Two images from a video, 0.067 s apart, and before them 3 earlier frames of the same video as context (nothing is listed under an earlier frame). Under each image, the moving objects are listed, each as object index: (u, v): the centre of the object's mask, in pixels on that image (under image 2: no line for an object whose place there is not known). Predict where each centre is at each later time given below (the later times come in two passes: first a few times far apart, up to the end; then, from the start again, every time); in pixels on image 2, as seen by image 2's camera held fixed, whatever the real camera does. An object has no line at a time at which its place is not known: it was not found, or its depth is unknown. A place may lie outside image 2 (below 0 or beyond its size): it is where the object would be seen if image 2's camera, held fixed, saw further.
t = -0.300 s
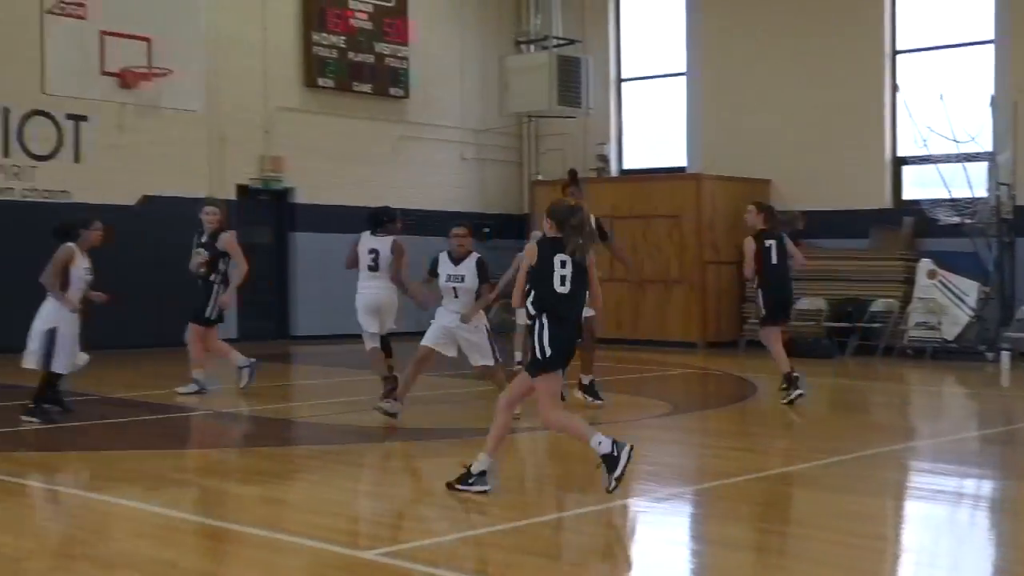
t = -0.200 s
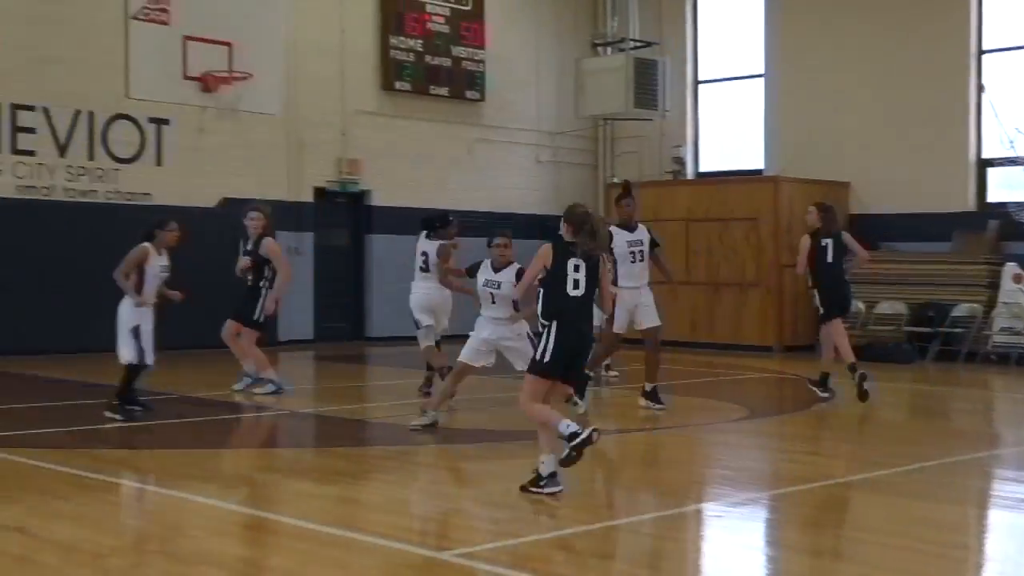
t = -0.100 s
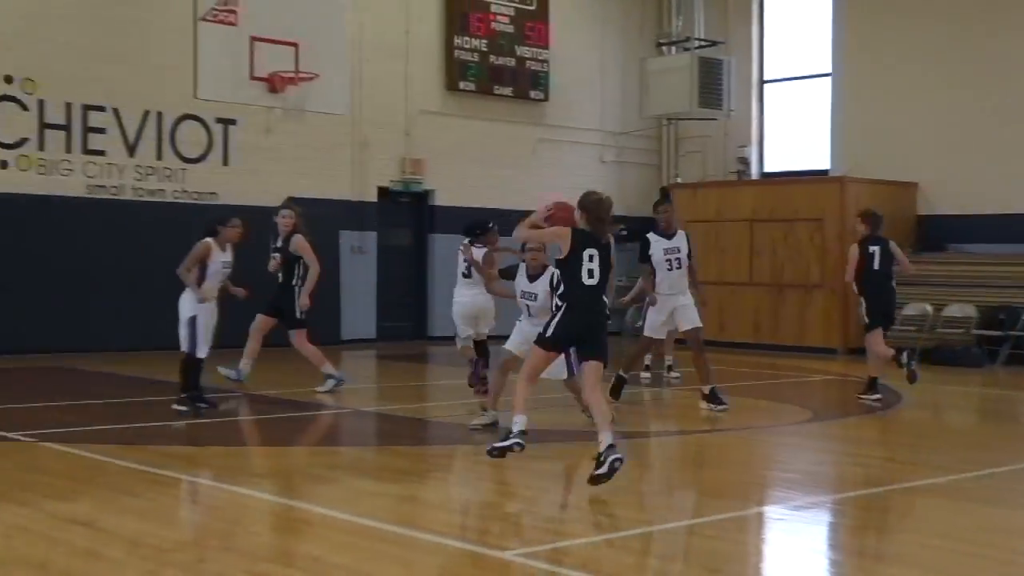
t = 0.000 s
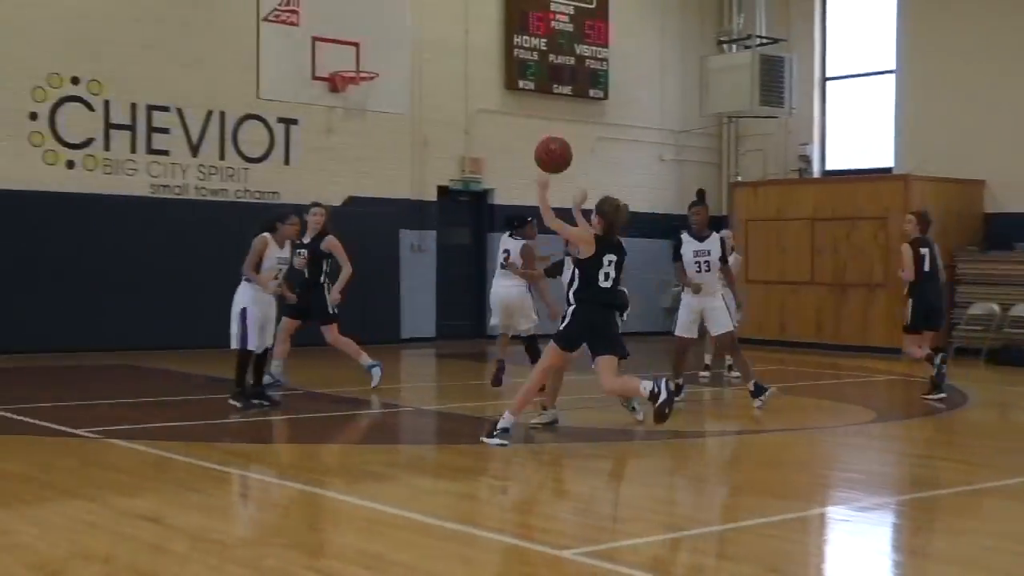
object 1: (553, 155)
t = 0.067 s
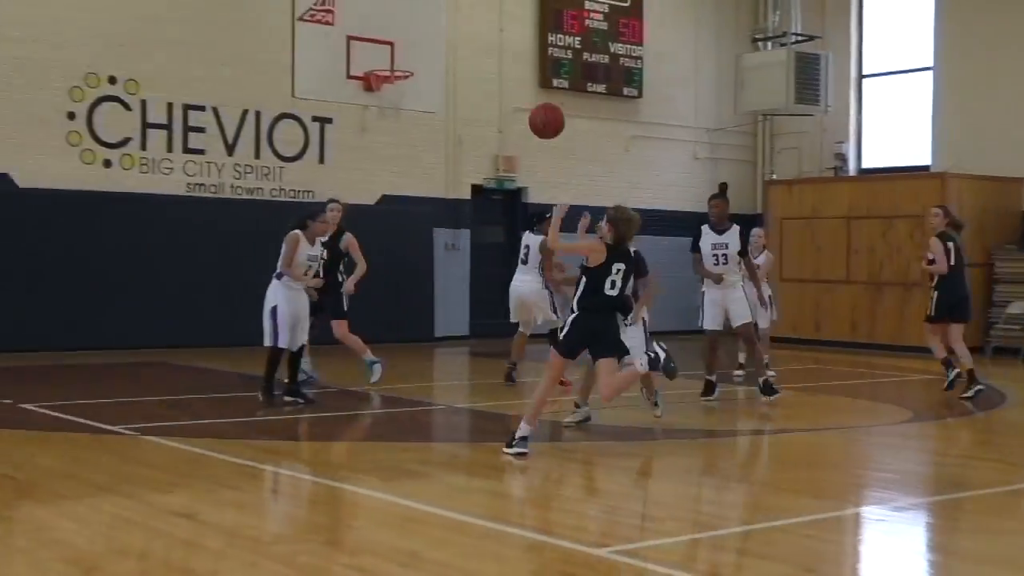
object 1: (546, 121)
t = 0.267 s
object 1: (444, 73)
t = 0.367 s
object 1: (403, 72)
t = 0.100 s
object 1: (527, 108)
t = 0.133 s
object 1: (510, 97)
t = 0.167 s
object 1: (492, 88)
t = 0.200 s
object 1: (475, 82)
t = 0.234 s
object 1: (459, 76)
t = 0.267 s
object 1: (444, 73)
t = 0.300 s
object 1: (430, 71)
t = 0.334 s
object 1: (417, 71)
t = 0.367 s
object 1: (403, 72)
